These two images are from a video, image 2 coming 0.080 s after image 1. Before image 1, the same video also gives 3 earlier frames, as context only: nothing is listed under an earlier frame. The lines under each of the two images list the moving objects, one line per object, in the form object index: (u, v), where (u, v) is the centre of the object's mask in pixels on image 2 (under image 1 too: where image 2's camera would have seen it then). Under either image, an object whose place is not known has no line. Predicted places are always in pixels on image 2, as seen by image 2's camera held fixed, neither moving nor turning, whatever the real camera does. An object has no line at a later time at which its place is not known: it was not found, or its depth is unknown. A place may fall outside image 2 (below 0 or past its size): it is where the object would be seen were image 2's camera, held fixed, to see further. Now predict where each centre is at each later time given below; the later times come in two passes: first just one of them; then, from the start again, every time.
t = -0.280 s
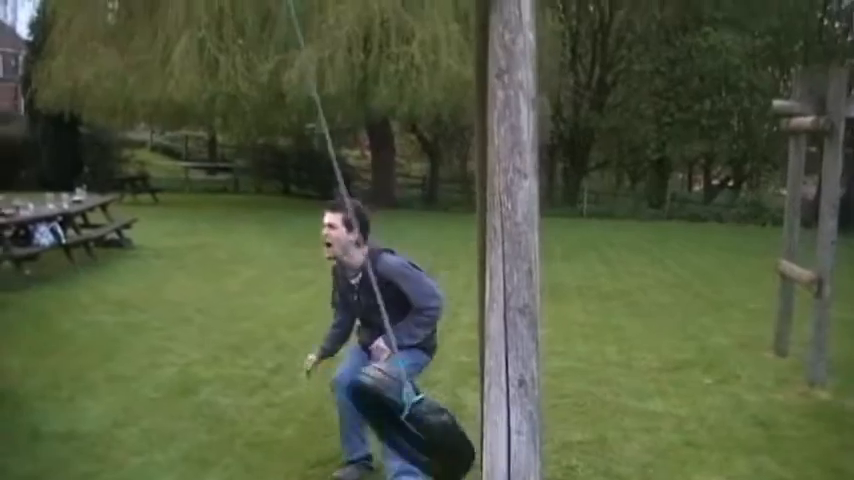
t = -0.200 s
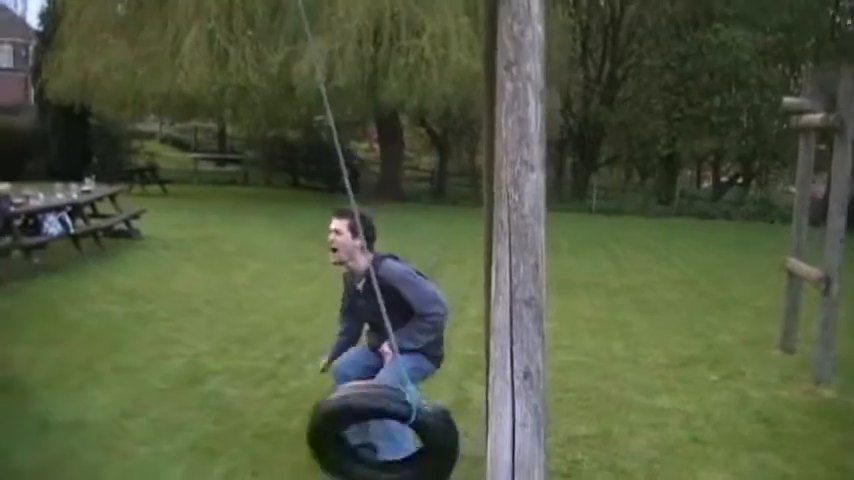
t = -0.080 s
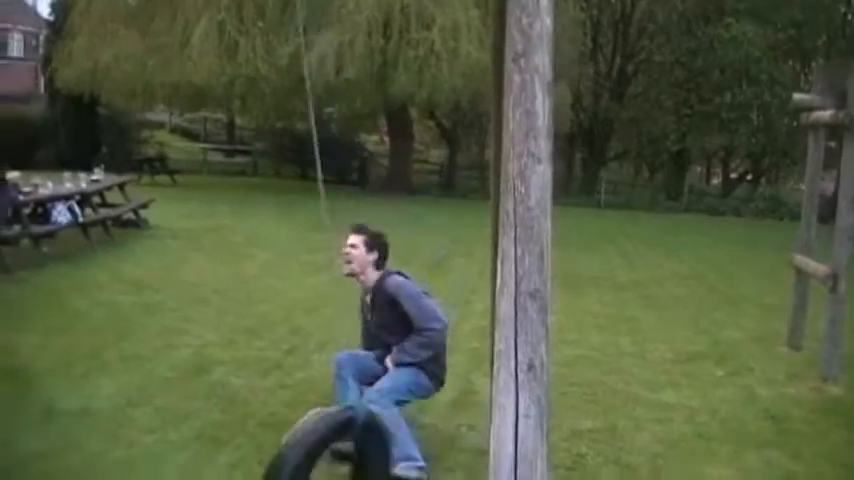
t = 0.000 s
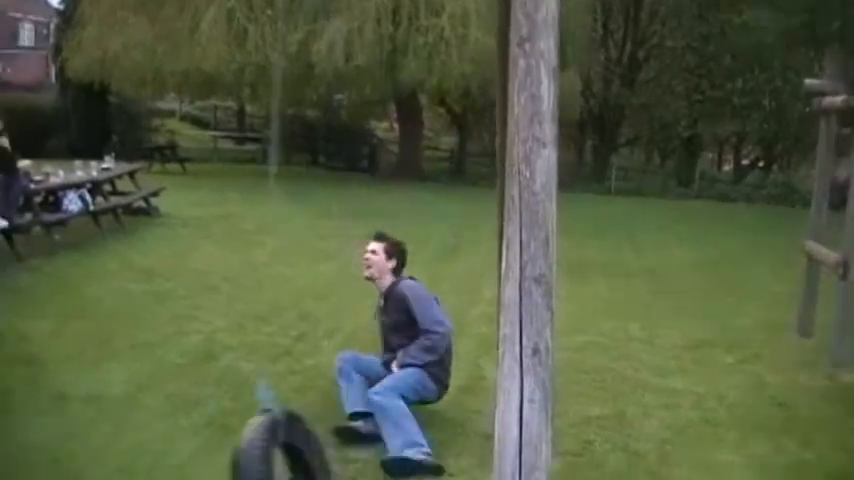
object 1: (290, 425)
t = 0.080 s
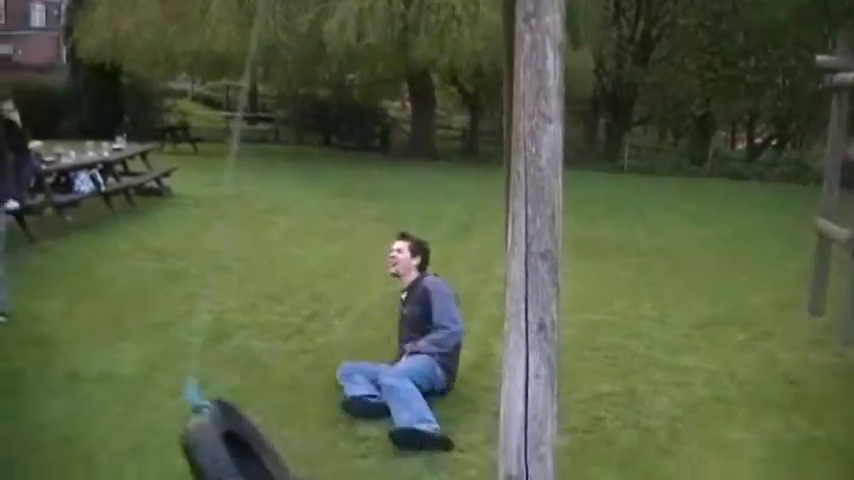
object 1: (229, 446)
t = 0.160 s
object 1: (177, 469)
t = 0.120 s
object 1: (201, 455)
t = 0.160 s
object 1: (177, 469)
